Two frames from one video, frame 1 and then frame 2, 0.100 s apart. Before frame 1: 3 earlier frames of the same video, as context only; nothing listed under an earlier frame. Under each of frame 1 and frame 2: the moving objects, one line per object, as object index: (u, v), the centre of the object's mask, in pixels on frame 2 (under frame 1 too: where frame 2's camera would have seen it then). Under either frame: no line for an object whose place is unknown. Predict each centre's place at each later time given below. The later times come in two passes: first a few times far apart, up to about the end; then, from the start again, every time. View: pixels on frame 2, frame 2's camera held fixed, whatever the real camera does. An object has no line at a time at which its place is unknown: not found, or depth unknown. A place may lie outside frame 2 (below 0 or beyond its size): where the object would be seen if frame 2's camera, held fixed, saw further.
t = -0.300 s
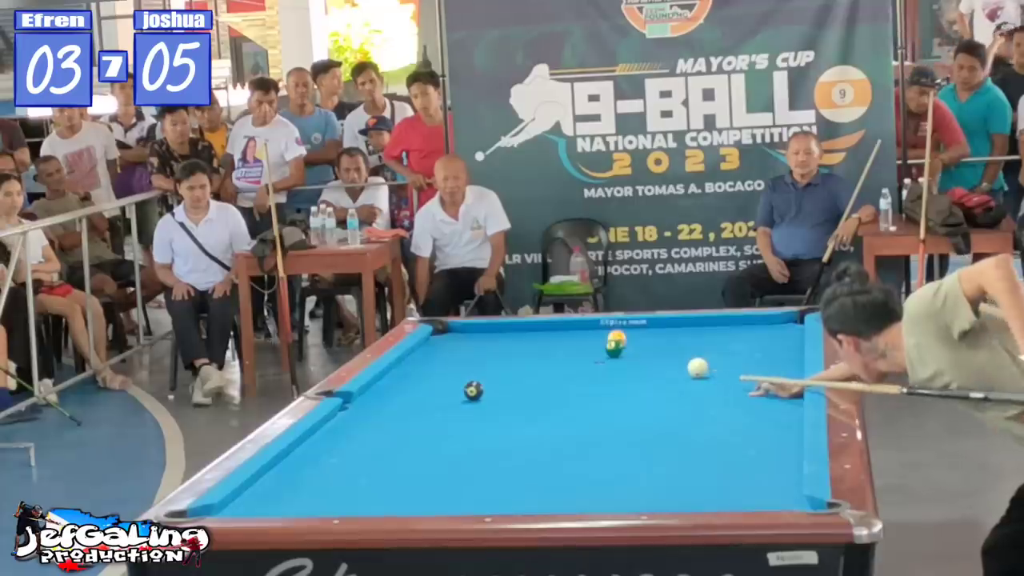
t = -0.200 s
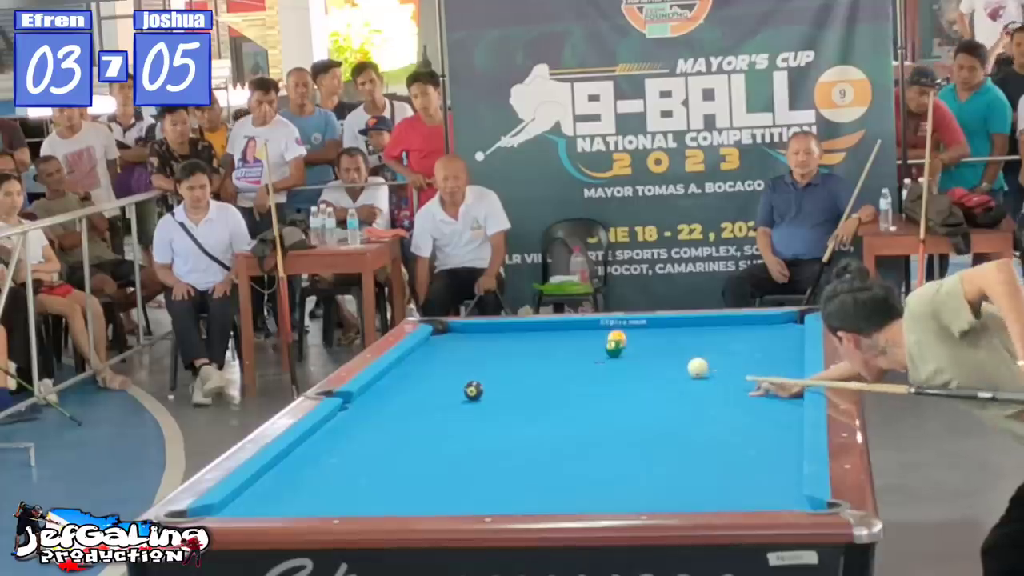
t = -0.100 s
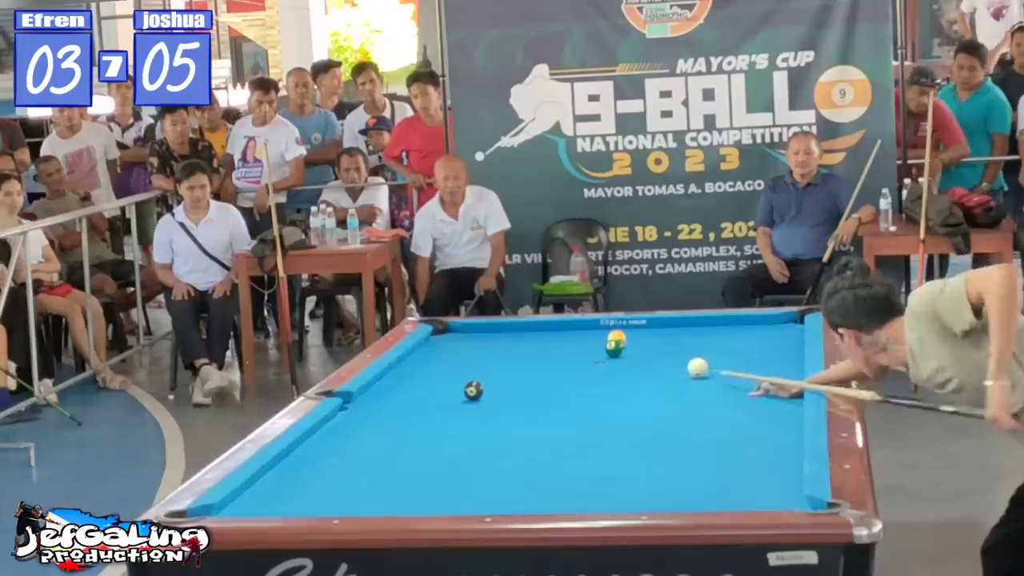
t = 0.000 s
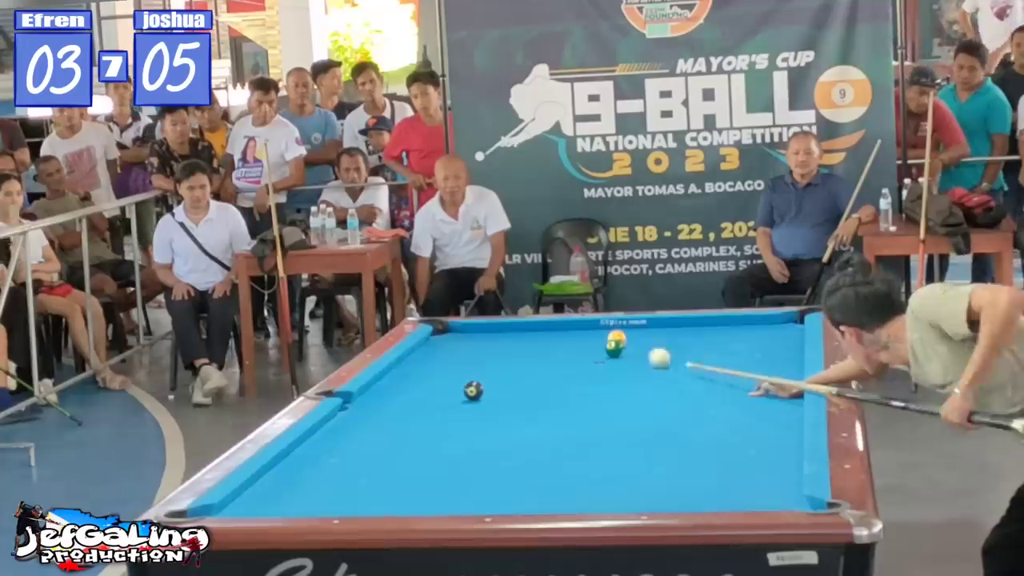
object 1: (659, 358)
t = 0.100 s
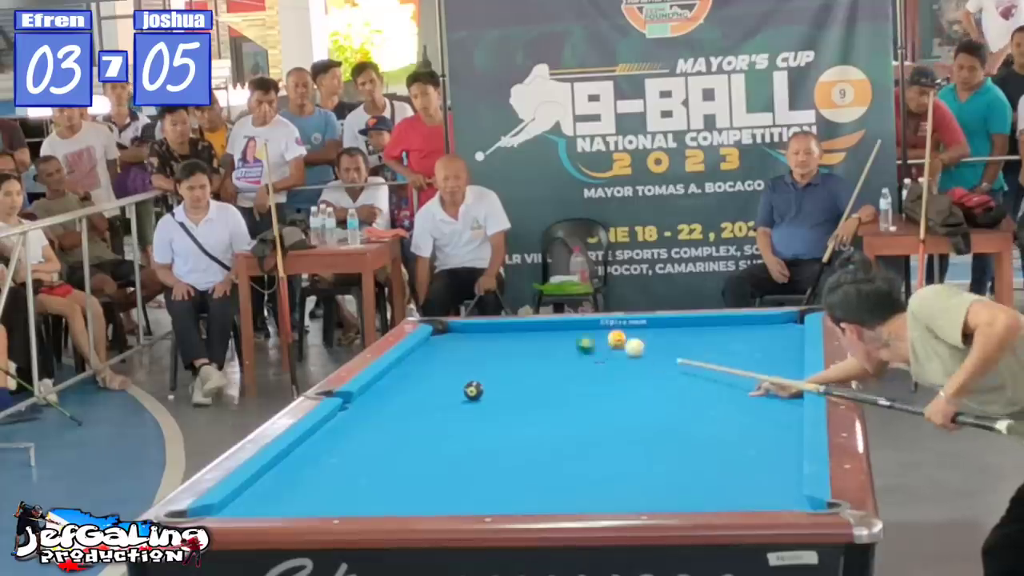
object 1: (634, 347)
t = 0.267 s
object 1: (656, 340)
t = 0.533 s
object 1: (684, 330)
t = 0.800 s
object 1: (709, 321)
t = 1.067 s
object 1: (735, 322)
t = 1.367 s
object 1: (763, 325)
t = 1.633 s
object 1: (787, 329)
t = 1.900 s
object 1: (788, 332)
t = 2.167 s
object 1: (776, 336)
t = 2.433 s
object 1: (764, 339)
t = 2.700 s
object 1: (752, 342)
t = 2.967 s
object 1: (742, 345)
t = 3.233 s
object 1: (732, 348)
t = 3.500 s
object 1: (722, 350)
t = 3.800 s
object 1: (712, 353)
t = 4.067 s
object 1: (705, 354)
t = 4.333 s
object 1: (698, 356)
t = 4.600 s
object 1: (692, 358)
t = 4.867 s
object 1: (687, 358)
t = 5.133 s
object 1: (684, 359)
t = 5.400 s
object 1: (682, 359)
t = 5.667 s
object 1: (681, 360)
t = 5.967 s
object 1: (681, 360)
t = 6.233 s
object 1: (681, 360)
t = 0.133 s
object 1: (640, 346)
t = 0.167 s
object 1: (644, 344)
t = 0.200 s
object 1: (648, 343)
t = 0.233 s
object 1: (652, 342)
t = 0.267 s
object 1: (656, 340)
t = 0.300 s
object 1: (659, 339)
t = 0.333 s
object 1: (663, 338)
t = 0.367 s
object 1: (667, 337)
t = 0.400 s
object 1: (670, 335)
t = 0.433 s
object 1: (674, 334)
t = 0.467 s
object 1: (677, 333)
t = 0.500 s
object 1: (681, 331)
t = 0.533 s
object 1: (684, 330)
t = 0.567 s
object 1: (687, 329)
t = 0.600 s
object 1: (691, 328)
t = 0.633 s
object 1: (694, 327)
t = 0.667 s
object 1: (697, 325)
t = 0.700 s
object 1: (700, 324)
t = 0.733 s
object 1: (703, 323)
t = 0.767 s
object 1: (707, 322)
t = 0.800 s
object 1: (709, 321)
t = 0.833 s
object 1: (713, 320)
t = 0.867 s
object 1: (715, 319)
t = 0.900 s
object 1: (719, 320)
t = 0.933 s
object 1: (722, 320)
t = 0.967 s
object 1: (725, 320)
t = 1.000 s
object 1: (728, 320)
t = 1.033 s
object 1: (732, 321)
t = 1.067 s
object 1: (735, 322)
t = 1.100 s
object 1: (738, 322)
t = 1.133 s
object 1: (741, 322)
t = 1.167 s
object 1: (744, 323)
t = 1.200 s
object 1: (747, 323)
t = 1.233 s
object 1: (750, 324)
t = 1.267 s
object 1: (753, 324)
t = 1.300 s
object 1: (756, 324)
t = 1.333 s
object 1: (759, 325)
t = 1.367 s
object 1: (763, 325)
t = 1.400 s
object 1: (766, 326)
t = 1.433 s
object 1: (769, 325)
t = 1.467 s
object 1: (772, 327)
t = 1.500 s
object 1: (775, 327)
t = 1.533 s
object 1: (778, 327)
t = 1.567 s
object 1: (781, 328)
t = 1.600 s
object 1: (784, 328)
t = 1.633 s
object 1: (787, 329)
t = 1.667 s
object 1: (790, 329)
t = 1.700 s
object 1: (793, 329)
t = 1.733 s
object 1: (795, 330)
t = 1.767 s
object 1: (794, 330)
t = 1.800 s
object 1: (793, 330)
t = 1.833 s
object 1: (791, 331)
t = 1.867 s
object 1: (790, 331)
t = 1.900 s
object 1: (788, 332)
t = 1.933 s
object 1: (787, 332)
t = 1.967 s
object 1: (785, 333)
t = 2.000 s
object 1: (783, 333)
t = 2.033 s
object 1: (782, 334)
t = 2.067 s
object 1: (780, 334)
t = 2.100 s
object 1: (779, 335)
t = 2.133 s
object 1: (777, 335)
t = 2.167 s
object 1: (776, 336)
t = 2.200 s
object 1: (774, 336)
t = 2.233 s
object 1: (773, 337)
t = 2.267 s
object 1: (771, 337)
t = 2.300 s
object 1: (770, 337)
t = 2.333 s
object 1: (768, 338)
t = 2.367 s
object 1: (767, 338)
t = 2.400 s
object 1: (765, 339)
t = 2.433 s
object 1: (764, 339)
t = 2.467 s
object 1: (762, 340)
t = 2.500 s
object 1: (761, 340)
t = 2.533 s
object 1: (759, 340)
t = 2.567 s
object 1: (758, 341)
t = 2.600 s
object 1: (757, 341)
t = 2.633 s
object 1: (755, 342)
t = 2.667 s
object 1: (754, 342)
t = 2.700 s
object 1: (752, 342)
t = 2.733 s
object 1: (751, 343)
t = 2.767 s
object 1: (750, 343)
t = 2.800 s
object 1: (748, 344)
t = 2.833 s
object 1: (747, 344)
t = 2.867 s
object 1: (746, 344)
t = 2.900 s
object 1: (744, 345)
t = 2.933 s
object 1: (743, 345)
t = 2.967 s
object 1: (742, 345)
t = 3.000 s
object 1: (741, 346)
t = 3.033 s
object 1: (740, 346)
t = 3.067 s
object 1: (738, 346)
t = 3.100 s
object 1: (737, 347)
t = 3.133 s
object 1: (736, 347)
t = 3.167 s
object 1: (734, 348)
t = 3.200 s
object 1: (733, 348)
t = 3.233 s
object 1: (732, 348)
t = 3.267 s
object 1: (731, 348)
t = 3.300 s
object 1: (729, 349)
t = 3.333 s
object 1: (728, 349)
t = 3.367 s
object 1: (727, 349)
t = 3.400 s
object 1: (726, 350)
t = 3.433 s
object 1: (725, 350)
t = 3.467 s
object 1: (724, 350)
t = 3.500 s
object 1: (722, 350)
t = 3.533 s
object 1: (721, 351)
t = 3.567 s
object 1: (720, 351)
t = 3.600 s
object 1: (719, 351)
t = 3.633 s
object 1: (718, 351)
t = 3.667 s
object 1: (717, 352)
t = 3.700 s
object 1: (716, 352)
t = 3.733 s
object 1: (715, 352)
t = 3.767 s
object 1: (714, 353)
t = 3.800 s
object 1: (712, 353)
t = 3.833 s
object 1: (712, 353)
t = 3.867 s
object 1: (711, 353)
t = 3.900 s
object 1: (709, 354)
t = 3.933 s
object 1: (708, 354)
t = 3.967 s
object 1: (707, 354)
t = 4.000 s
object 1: (707, 354)
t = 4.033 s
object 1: (706, 354)
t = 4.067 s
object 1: (705, 354)
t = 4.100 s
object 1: (704, 355)
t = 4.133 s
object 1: (703, 355)
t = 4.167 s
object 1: (702, 355)
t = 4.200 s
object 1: (701, 355)
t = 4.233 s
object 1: (700, 355)
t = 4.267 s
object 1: (699, 356)
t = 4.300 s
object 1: (698, 356)
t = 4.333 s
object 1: (698, 356)
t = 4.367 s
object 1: (697, 356)
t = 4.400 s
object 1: (696, 357)
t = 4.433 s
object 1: (695, 356)
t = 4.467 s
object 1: (694, 357)
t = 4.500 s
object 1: (694, 357)
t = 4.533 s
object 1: (693, 357)
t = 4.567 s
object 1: (692, 357)
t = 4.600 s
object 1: (692, 358)
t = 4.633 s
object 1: (691, 357)
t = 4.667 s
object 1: (690, 358)
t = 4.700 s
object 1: (690, 358)
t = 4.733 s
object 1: (689, 358)
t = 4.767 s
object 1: (689, 358)
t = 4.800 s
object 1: (688, 358)
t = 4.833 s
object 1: (688, 358)
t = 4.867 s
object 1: (687, 358)
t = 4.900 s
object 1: (686, 358)
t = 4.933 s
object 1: (686, 358)
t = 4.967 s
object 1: (685, 358)
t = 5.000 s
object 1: (685, 358)
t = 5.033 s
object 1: (684, 359)
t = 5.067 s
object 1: (684, 359)
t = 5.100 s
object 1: (684, 359)
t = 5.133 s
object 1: (684, 359)
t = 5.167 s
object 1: (683, 359)
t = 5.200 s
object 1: (683, 359)
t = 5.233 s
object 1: (683, 359)
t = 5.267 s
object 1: (683, 359)
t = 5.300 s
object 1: (682, 359)
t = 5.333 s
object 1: (682, 359)
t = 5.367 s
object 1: (682, 359)
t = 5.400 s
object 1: (682, 359)
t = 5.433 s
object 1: (682, 359)
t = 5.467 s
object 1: (682, 359)
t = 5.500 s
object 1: (682, 360)
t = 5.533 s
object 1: (682, 360)
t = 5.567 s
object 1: (681, 360)
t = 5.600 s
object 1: (681, 359)
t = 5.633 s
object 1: (681, 359)
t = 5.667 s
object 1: (681, 360)
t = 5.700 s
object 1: (681, 359)
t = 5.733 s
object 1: (681, 360)
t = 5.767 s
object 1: (681, 360)
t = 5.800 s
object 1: (681, 360)
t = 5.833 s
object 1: (681, 360)
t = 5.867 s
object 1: (681, 360)
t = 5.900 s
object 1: (681, 360)
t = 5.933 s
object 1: (681, 360)
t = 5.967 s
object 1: (681, 360)
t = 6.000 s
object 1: (681, 360)
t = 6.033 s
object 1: (681, 360)
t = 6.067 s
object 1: (681, 360)
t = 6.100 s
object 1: (681, 360)
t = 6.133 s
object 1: (681, 360)
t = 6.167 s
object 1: (681, 360)
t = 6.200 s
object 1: (681, 360)
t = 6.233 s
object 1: (681, 360)
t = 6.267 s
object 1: (681, 360)
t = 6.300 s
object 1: (681, 360)
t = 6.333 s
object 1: (681, 360)
